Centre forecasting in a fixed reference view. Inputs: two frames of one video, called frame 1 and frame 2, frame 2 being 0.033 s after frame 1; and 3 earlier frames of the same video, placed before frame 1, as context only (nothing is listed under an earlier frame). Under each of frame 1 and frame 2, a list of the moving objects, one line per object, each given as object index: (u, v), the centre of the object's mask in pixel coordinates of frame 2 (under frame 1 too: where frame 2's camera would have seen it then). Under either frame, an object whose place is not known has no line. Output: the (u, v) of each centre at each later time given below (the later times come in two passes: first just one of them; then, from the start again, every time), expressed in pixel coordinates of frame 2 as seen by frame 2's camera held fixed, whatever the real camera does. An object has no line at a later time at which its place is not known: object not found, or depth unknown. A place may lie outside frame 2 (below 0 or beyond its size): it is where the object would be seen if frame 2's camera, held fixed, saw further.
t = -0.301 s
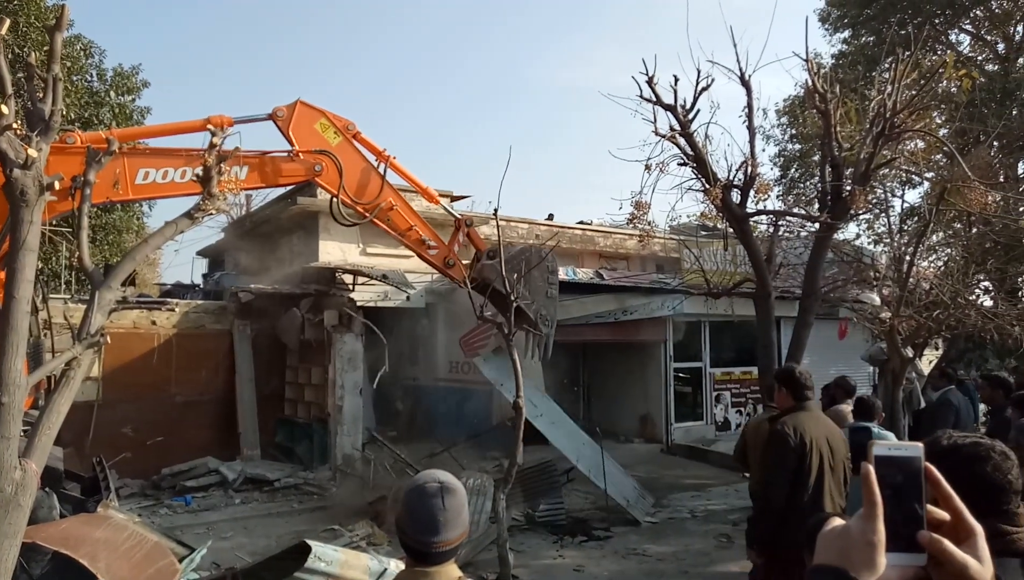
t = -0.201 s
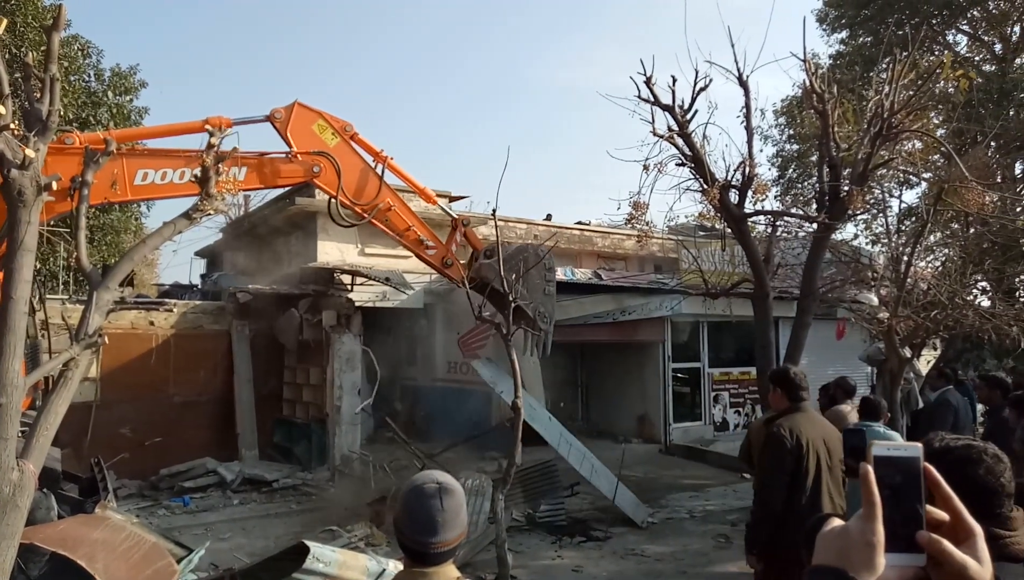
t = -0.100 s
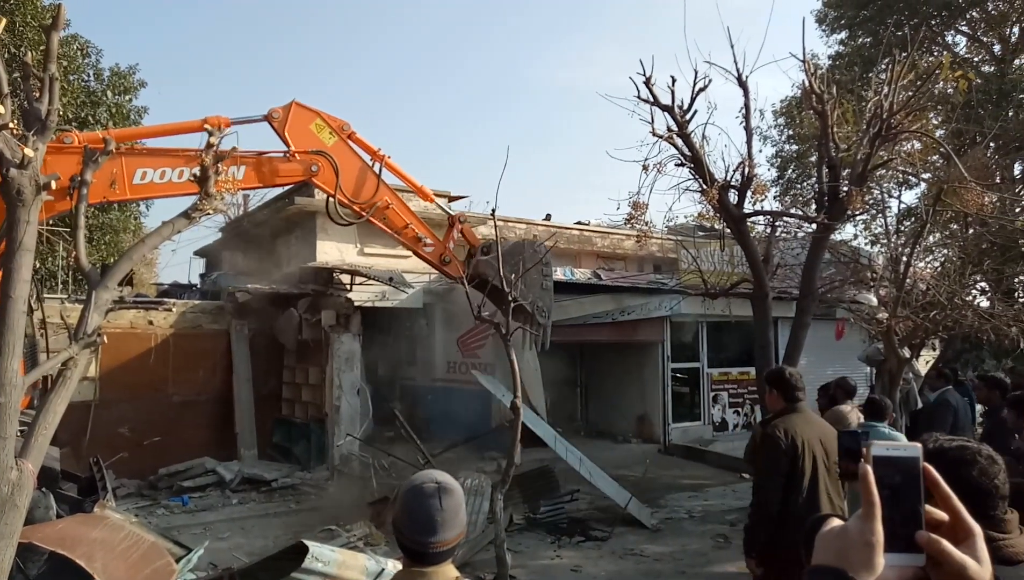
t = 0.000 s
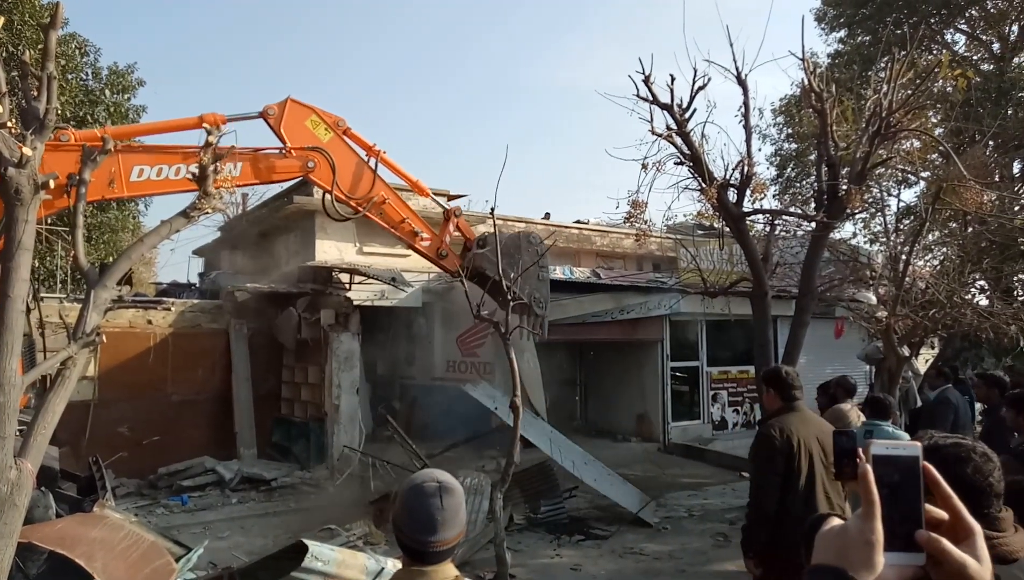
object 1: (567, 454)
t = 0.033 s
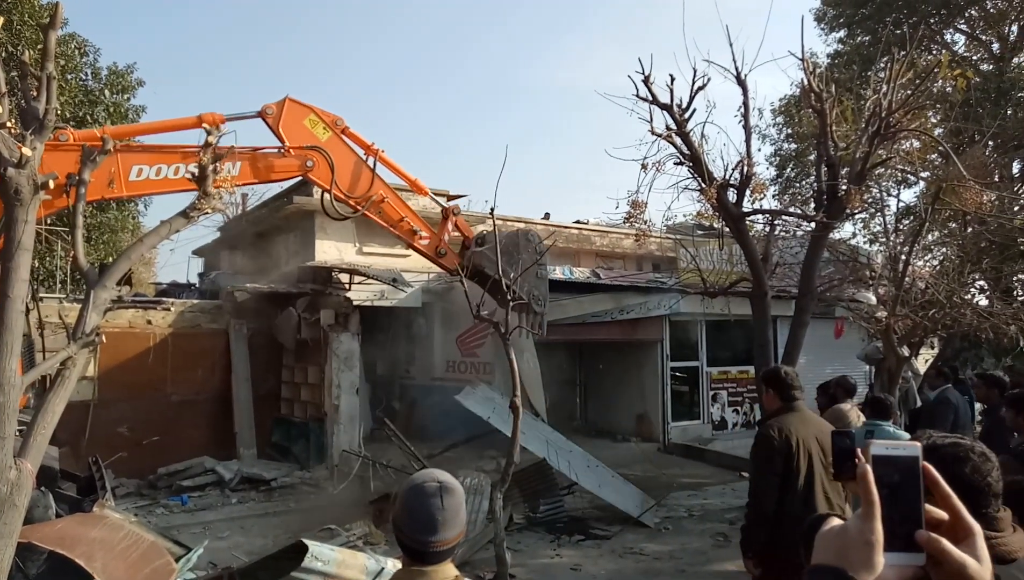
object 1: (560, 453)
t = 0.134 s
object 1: (552, 459)
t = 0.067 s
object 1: (553, 453)
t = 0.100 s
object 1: (551, 456)
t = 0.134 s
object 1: (552, 459)
